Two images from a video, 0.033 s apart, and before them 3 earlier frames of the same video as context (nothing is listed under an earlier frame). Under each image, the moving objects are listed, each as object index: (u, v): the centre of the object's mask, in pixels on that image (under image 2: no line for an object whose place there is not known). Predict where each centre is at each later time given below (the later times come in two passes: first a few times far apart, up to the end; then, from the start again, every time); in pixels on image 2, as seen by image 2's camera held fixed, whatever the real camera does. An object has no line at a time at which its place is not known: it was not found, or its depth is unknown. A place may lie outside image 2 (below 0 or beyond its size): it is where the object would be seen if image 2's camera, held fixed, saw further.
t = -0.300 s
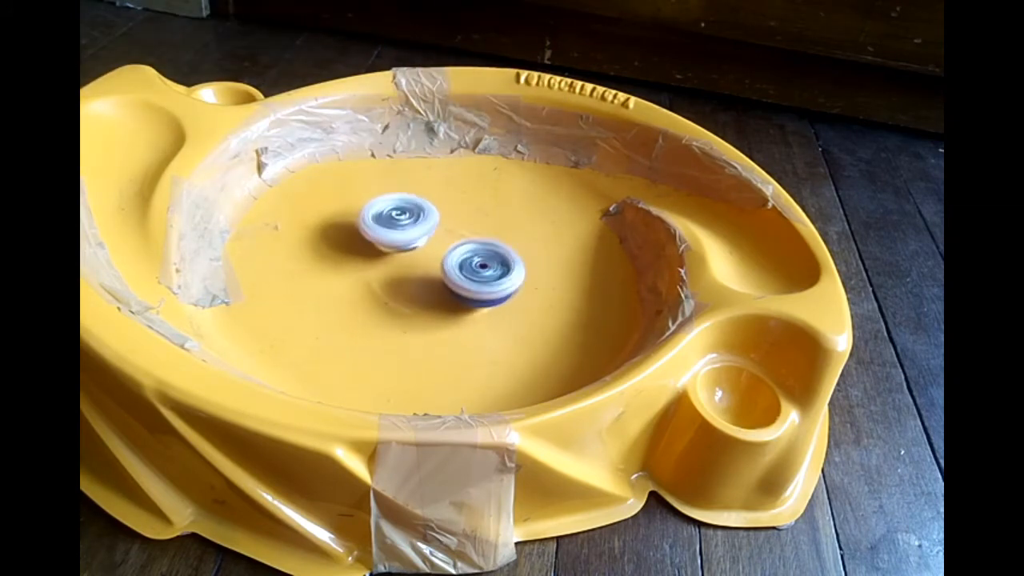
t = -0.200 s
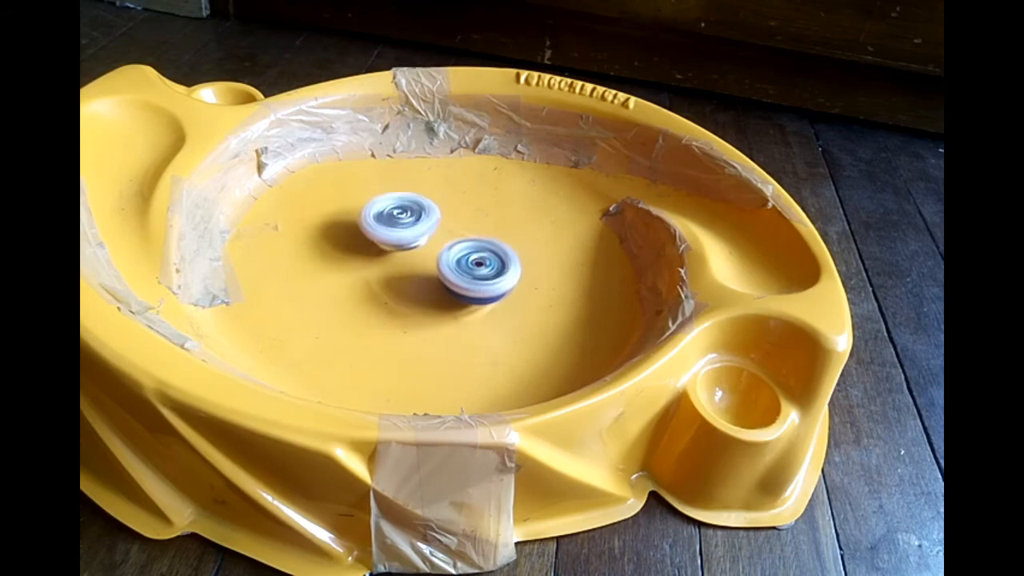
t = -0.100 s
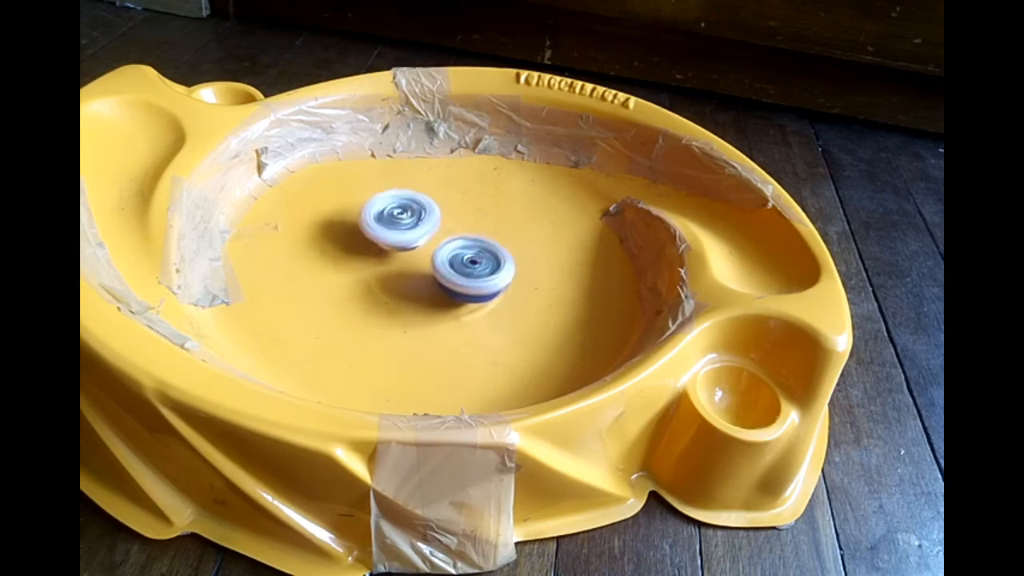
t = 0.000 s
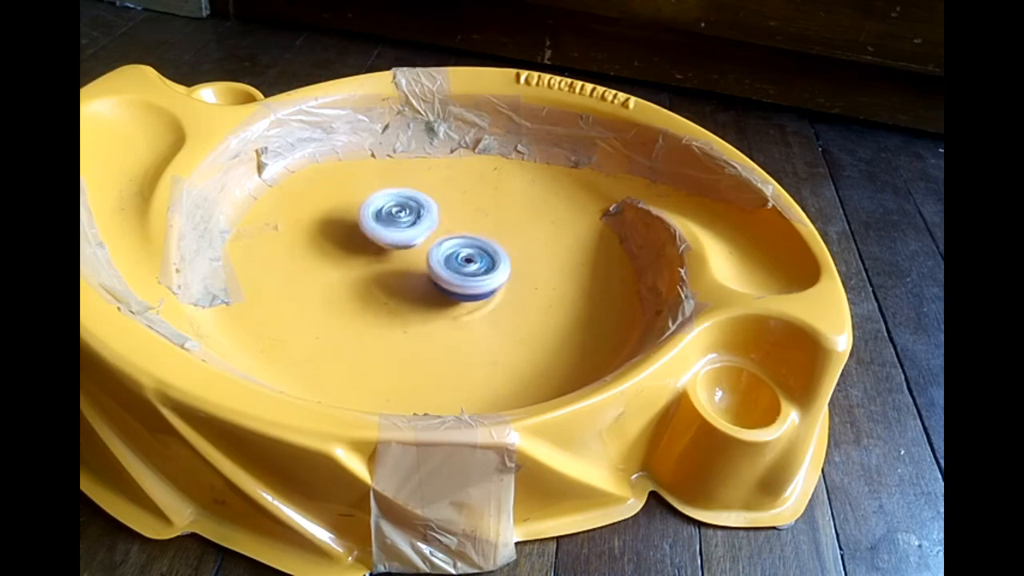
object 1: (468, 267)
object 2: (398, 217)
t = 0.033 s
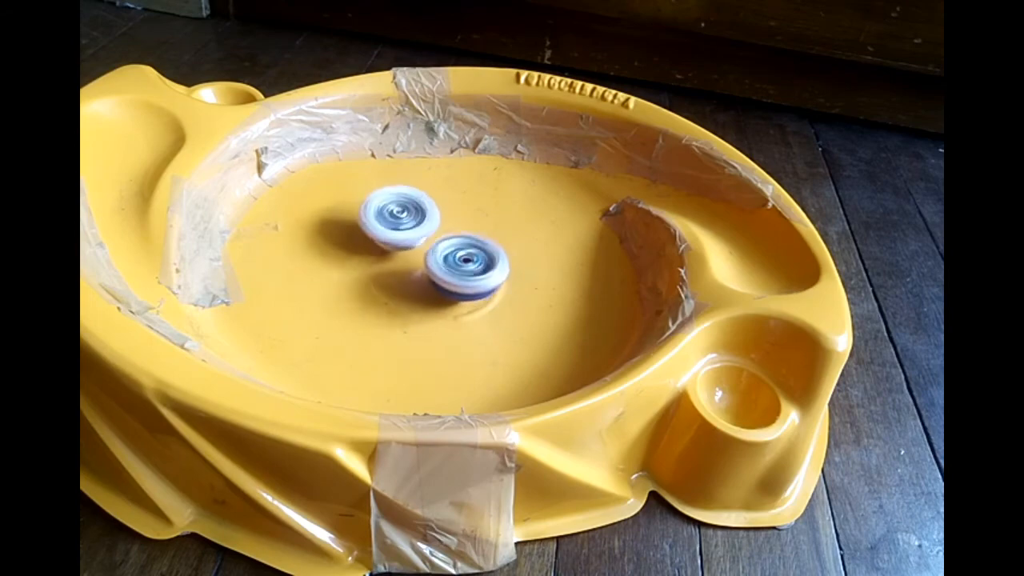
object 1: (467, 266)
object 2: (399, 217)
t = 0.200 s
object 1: (460, 262)
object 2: (396, 217)
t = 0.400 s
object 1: (461, 265)
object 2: (384, 216)
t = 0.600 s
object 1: (464, 281)
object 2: (386, 208)
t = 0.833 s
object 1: (457, 278)
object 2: (389, 211)
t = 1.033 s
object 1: (449, 264)
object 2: (407, 211)
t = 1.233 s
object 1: (464, 262)
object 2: (402, 209)
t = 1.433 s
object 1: (473, 270)
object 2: (407, 204)
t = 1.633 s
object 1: (466, 278)
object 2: (404, 206)
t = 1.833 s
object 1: (447, 273)
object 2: (415, 207)
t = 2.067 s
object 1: (449, 259)
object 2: (414, 205)
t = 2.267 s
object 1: (464, 259)
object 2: (425, 207)
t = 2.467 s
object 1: (475, 269)
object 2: (416, 213)
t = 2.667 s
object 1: (464, 278)
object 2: (424, 213)
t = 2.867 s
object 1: (445, 274)
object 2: (427, 212)
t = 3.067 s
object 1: (443, 262)
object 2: (420, 208)
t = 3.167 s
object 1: (448, 257)
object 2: (426, 204)
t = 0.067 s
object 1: (465, 266)
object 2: (399, 217)
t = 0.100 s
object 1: (463, 265)
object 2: (398, 217)
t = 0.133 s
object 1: (462, 264)
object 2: (398, 216)
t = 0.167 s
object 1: (461, 263)
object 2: (397, 216)
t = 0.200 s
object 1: (460, 262)
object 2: (396, 217)
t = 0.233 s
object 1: (459, 261)
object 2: (396, 217)
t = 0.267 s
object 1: (458, 260)
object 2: (397, 217)
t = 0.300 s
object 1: (456, 259)
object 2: (396, 217)
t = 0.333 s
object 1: (455, 257)
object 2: (395, 216)
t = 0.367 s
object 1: (458, 261)
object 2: (392, 215)
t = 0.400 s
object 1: (461, 265)
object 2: (384, 216)
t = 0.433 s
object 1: (464, 268)
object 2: (387, 220)
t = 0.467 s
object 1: (465, 271)
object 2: (392, 218)
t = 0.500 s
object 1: (466, 274)
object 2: (394, 214)
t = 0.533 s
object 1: (465, 277)
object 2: (389, 210)
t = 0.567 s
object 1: (465, 279)
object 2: (387, 208)
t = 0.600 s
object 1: (464, 281)
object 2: (386, 208)
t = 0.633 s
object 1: (462, 283)
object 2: (385, 207)
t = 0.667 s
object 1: (459, 282)
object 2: (383, 207)
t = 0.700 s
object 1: (459, 280)
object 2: (384, 209)
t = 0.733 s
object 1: (460, 280)
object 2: (386, 210)
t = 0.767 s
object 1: (461, 279)
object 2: (388, 211)
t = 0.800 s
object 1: (460, 279)
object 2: (389, 211)
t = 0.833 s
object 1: (457, 278)
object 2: (389, 211)
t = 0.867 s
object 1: (452, 274)
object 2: (388, 212)
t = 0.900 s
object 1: (448, 271)
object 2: (392, 213)
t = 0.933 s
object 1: (447, 269)
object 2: (399, 213)
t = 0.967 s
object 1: (449, 266)
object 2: (406, 213)
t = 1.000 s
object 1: (449, 265)
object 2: (406, 212)
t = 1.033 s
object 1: (449, 264)
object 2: (407, 211)
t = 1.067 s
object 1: (449, 261)
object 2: (406, 211)
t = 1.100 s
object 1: (450, 258)
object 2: (404, 211)
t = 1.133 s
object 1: (454, 258)
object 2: (407, 209)
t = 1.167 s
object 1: (460, 259)
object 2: (405, 210)
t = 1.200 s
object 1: (463, 261)
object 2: (402, 209)
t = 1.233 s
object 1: (464, 262)
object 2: (402, 209)
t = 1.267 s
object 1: (463, 262)
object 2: (402, 208)
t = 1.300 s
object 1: (465, 262)
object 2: (402, 208)
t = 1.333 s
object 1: (468, 262)
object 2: (403, 209)
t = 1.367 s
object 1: (471, 263)
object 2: (406, 208)
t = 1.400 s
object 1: (473, 266)
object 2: (408, 205)
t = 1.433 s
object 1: (473, 270)
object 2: (407, 204)
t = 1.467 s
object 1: (472, 273)
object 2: (405, 203)
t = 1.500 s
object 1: (471, 274)
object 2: (405, 205)
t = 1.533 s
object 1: (469, 276)
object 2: (405, 205)
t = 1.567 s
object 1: (468, 276)
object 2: (405, 205)
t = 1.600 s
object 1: (467, 277)
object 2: (404, 206)
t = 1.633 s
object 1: (466, 278)
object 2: (404, 206)
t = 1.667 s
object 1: (462, 278)
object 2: (405, 209)
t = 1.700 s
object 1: (458, 278)
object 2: (407, 208)
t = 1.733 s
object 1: (455, 278)
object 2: (410, 209)
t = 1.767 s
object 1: (451, 276)
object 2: (411, 209)
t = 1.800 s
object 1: (449, 275)
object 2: (411, 208)
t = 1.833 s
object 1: (447, 273)
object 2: (415, 207)
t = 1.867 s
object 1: (446, 271)
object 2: (415, 206)
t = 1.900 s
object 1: (445, 268)
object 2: (412, 205)
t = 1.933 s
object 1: (444, 266)
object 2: (413, 205)
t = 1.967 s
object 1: (445, 265)
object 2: (412, 204)
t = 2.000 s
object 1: (447, 263)
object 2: (411, 204)
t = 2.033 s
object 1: (448, 261)
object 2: (411, 205)
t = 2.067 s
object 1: (449, 259)
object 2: (414, 205)
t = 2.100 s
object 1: (452, 258)
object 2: (417, 205)
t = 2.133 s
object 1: (455, 257)
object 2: (419, 205)
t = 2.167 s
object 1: (457, 257)
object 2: (421, 206)
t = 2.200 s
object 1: (460, 258)
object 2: (423, 207)
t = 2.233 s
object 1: (463, 259)
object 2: (424, 207)
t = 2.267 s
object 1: (464, 259)
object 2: (425, 207)
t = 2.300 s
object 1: (467, 260)
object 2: (426, 208)
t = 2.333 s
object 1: (468, 260)
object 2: (425, 209)
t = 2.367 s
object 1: (472, 261)
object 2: (424, 211)
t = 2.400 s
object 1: (474, 263)
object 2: (421, 213)
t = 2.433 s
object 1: (475, 266)
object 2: (419, 213)
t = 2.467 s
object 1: (475, 269)
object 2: (416, 213)
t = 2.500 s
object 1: (473, 271)
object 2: (415, 212)
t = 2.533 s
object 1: (472, 274)
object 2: (415, 212)
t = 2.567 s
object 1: (470, 275)
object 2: (416, 212)
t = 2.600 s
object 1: (469, 276)
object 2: (417, 213)
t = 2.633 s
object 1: (467, 277)
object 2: (420, 213)
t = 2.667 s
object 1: (464, 278)
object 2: (424, 213)
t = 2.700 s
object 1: (462, 279)
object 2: (427, 212)
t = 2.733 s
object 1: (458, 279)
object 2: (429, 211)
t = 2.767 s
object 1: (454, 278)
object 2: (430, 210)
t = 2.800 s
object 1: (451, 277)
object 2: (430, 211)
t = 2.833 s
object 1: (448, 276)
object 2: (429, 211)
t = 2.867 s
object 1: (445, 274)
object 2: (427, 212)
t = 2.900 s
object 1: (443, 273)
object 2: (424, 212)
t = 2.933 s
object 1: (442, 271)
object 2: (421, 211)
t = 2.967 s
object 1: (442, 268)
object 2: (418, 210)
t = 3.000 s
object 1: (441, 266)
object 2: (417, 209)
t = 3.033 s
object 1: (441, 264)
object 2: (418, 208)
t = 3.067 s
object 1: (443, 262)
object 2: (420, 208)
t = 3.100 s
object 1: (443, 260)
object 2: (422, 206)
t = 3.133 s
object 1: (445, 258)
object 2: (424, 205)
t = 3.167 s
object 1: (448, 257)
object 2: (426, 204)
